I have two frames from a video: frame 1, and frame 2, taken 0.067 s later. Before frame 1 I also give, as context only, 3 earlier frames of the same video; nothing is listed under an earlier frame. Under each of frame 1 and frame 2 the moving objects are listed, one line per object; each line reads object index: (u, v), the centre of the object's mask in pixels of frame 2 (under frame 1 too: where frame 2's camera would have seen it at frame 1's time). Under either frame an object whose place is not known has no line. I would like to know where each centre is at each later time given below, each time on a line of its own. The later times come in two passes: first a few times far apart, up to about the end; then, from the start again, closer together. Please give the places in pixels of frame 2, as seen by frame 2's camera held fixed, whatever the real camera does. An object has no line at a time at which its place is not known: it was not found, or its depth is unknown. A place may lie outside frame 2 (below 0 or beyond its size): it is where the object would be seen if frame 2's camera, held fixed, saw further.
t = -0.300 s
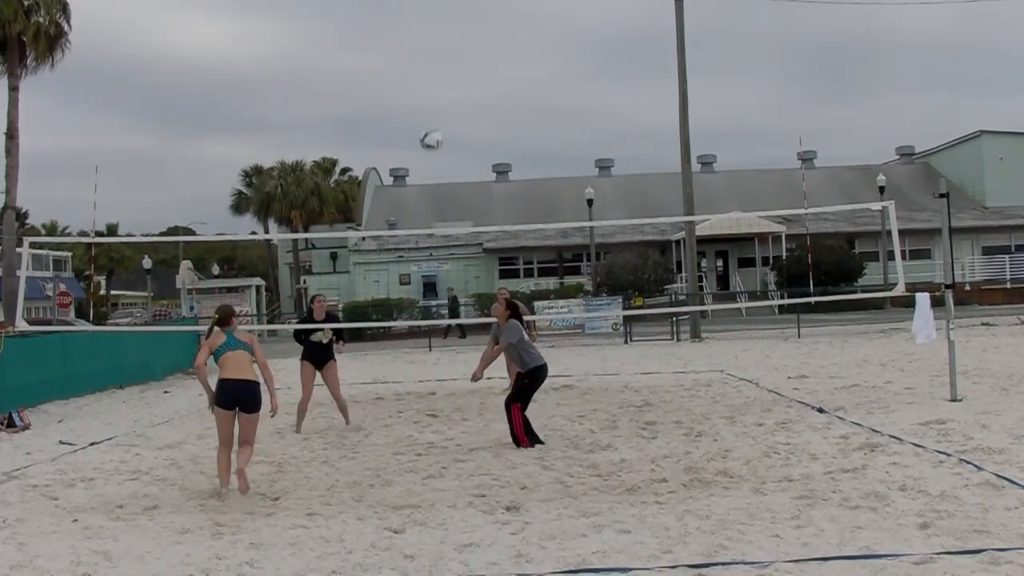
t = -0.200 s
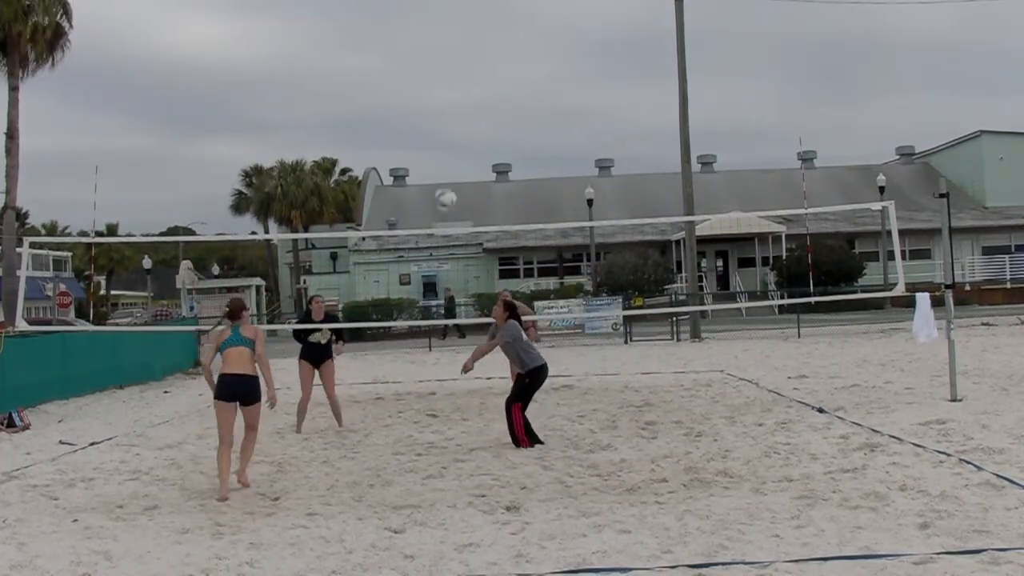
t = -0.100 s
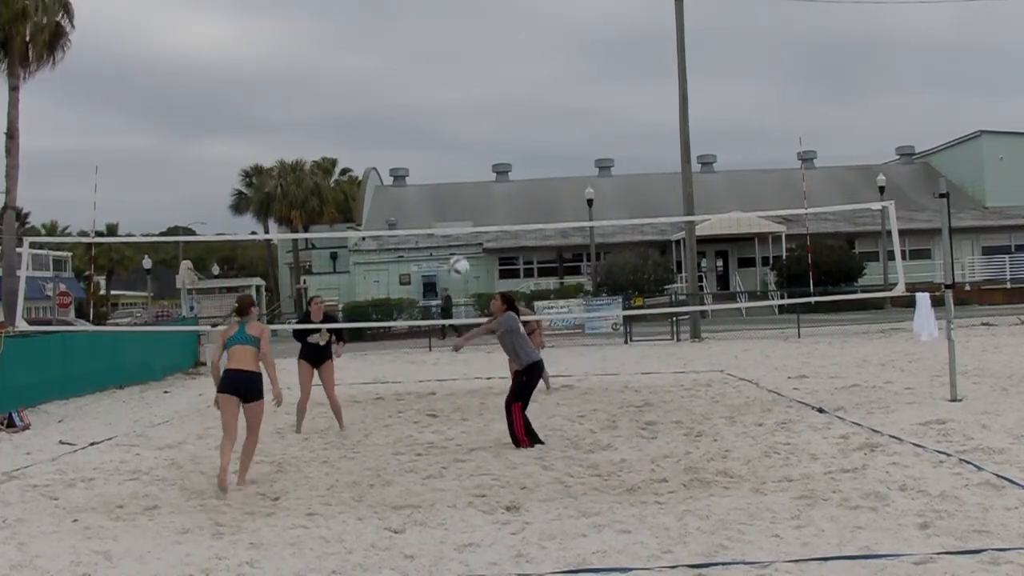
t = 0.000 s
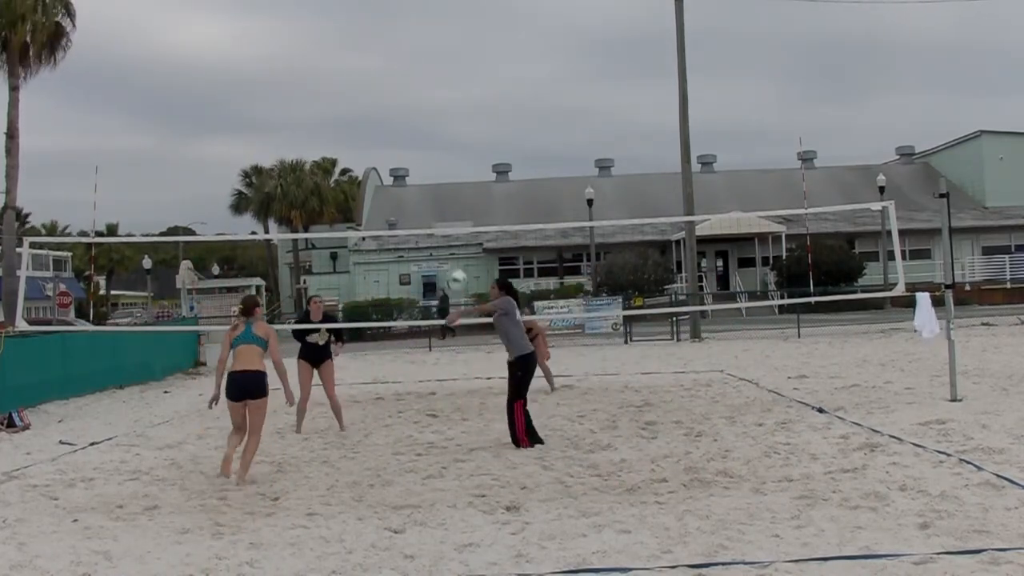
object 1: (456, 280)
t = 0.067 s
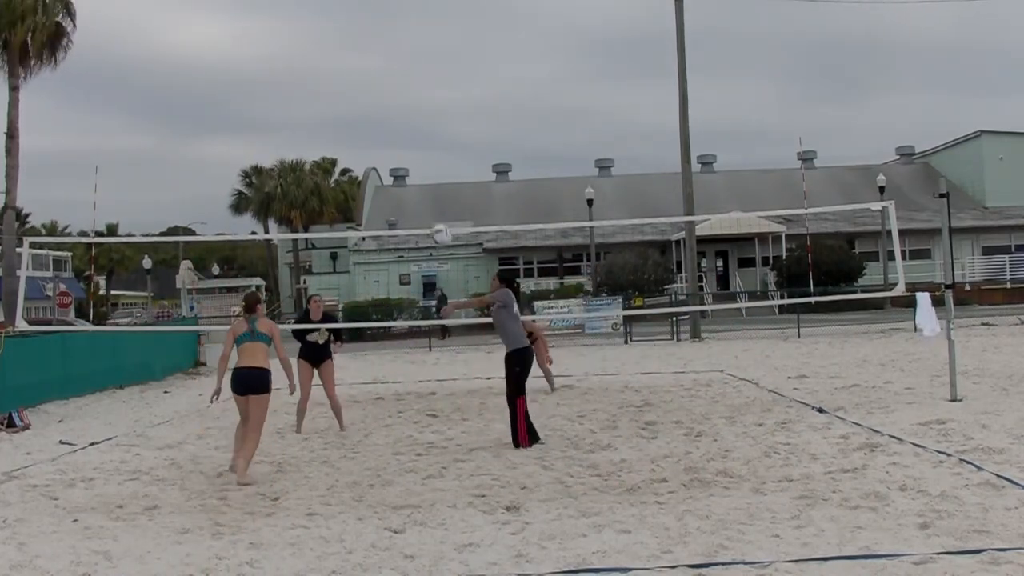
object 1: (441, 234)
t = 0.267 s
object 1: (396, 132)
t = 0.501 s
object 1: (349, 63)
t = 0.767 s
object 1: (299, 52)
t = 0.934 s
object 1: (270, 78)
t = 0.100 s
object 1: (434, 213)
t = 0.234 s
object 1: (403, 145)
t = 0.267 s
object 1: (396, 132)
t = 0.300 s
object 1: (389, 119)
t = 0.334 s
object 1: (383, 107)
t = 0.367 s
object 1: (376, 96)
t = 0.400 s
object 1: (369, 86)
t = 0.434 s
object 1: (362, 78)
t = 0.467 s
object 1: (356, 70)
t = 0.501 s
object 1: (349, 63)
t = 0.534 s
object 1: (343, 58)
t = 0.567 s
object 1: (336, 54)
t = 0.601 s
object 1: (330, 52)
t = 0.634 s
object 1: (323, 49)
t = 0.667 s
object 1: (318, 48)
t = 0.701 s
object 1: (312, 49)
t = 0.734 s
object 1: (306, 49)
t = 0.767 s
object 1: (299, 52)
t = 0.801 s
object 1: (293, 56)
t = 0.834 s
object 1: (287, 61)
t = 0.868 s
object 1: (281, 66)
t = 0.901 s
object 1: (276, 71)
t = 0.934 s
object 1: (270, 78)
